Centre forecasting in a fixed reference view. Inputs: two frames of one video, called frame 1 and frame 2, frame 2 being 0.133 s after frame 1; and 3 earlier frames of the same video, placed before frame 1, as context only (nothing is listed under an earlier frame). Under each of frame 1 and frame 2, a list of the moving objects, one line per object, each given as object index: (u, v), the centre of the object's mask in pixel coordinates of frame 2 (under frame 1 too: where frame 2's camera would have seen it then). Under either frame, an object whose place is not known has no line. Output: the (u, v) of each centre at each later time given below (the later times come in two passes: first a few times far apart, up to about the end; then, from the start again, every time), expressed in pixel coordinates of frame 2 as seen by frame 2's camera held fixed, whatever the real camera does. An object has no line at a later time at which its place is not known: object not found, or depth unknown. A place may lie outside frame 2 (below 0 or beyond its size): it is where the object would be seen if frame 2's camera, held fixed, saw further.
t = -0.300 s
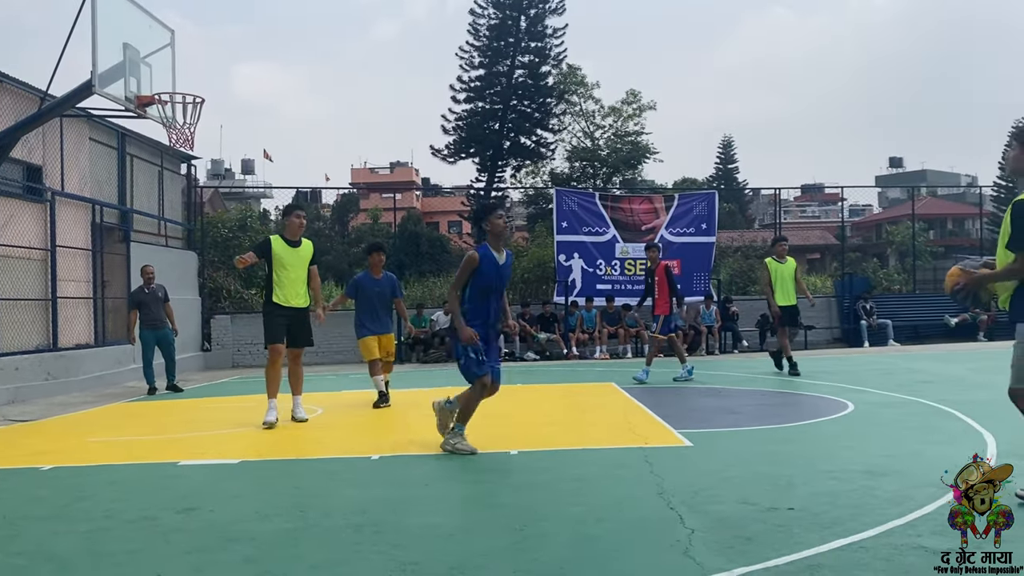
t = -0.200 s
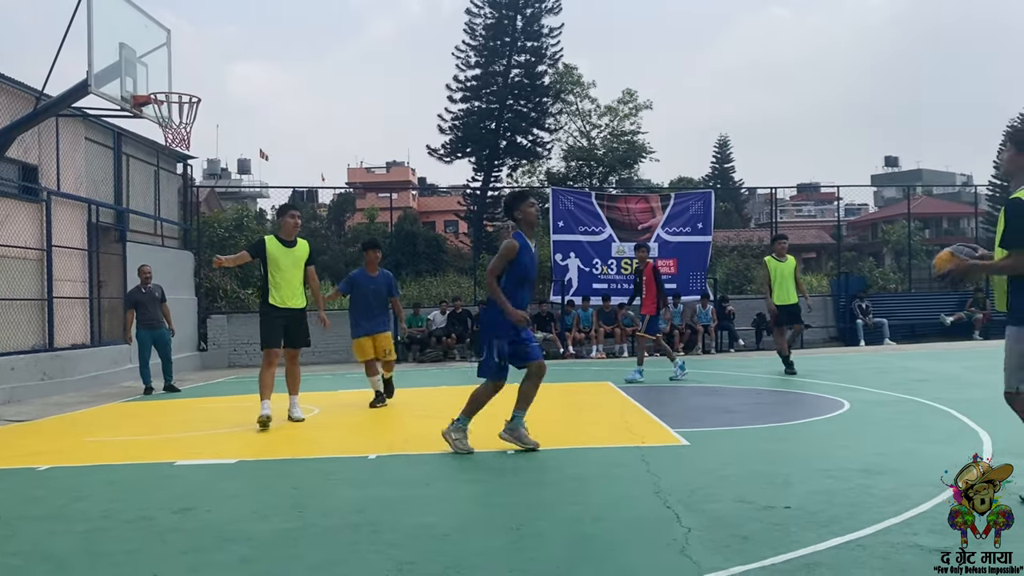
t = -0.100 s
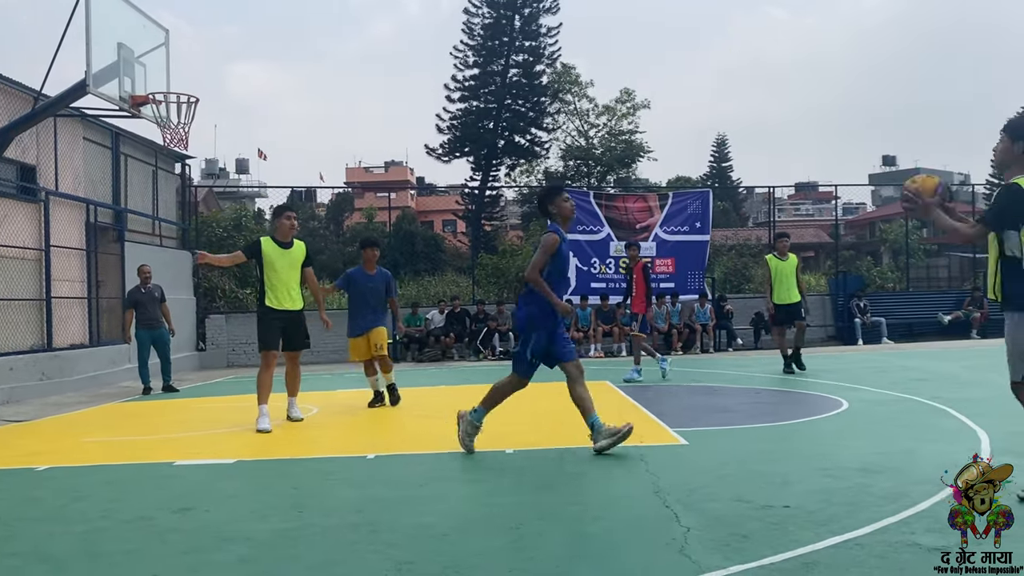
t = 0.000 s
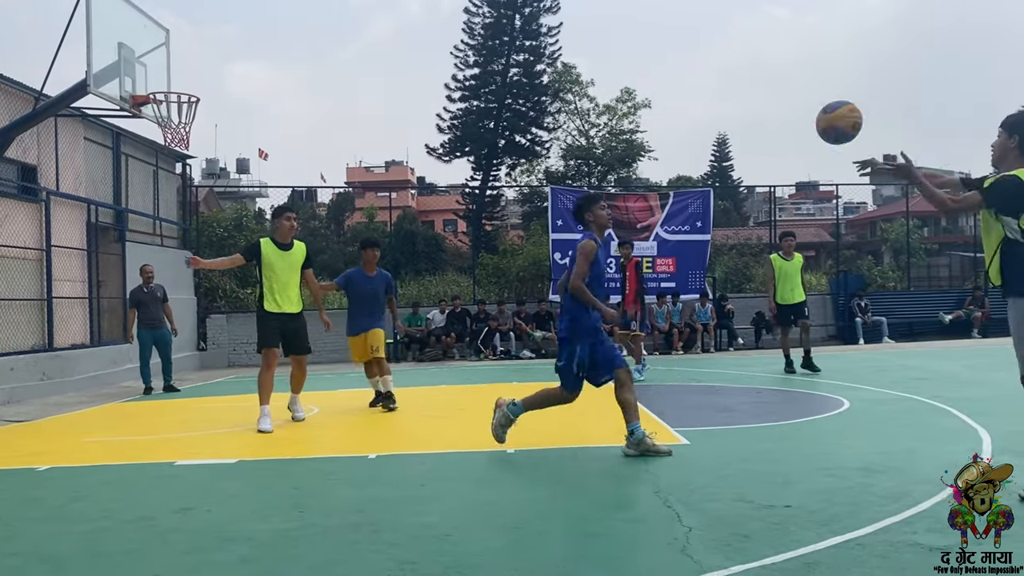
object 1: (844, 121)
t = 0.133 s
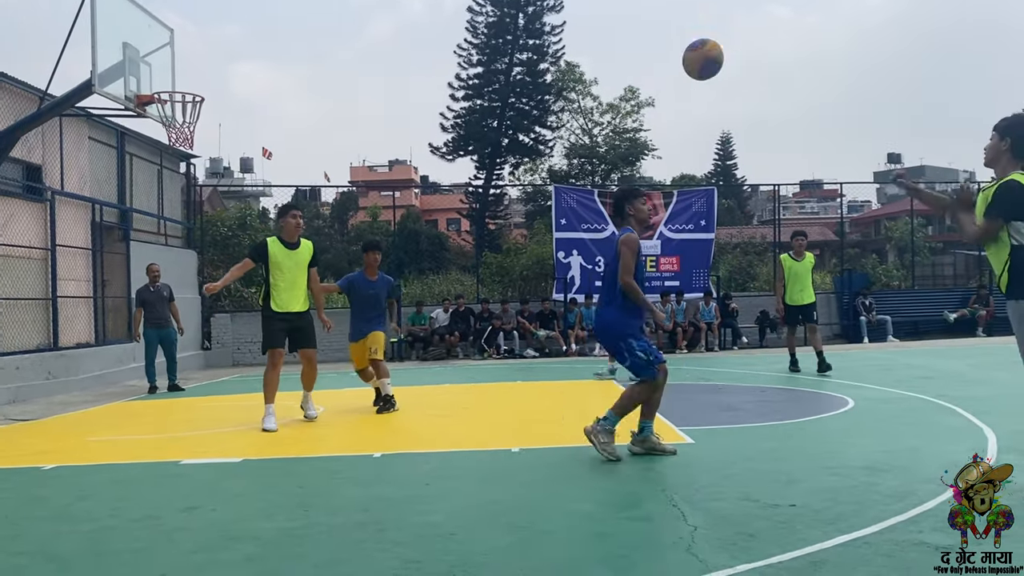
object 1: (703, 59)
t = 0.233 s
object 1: (613, 37)
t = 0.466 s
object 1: (440, 46)
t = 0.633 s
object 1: (341, 94)
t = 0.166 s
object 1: (671, 50)
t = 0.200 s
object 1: (641, 43)
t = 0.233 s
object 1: (613, 37)
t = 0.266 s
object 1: (585, 34)
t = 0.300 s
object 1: (559, 32)
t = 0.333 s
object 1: (535, 30)
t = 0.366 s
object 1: (510, 33)
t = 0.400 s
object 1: (486, 36)
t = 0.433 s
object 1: (463, 40)
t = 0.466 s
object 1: (440, 46)
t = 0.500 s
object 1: (419, 53)
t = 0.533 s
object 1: (398, 62)
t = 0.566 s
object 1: (378, 71)
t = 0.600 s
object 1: (359, 82)
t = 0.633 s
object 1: (341, 94)
